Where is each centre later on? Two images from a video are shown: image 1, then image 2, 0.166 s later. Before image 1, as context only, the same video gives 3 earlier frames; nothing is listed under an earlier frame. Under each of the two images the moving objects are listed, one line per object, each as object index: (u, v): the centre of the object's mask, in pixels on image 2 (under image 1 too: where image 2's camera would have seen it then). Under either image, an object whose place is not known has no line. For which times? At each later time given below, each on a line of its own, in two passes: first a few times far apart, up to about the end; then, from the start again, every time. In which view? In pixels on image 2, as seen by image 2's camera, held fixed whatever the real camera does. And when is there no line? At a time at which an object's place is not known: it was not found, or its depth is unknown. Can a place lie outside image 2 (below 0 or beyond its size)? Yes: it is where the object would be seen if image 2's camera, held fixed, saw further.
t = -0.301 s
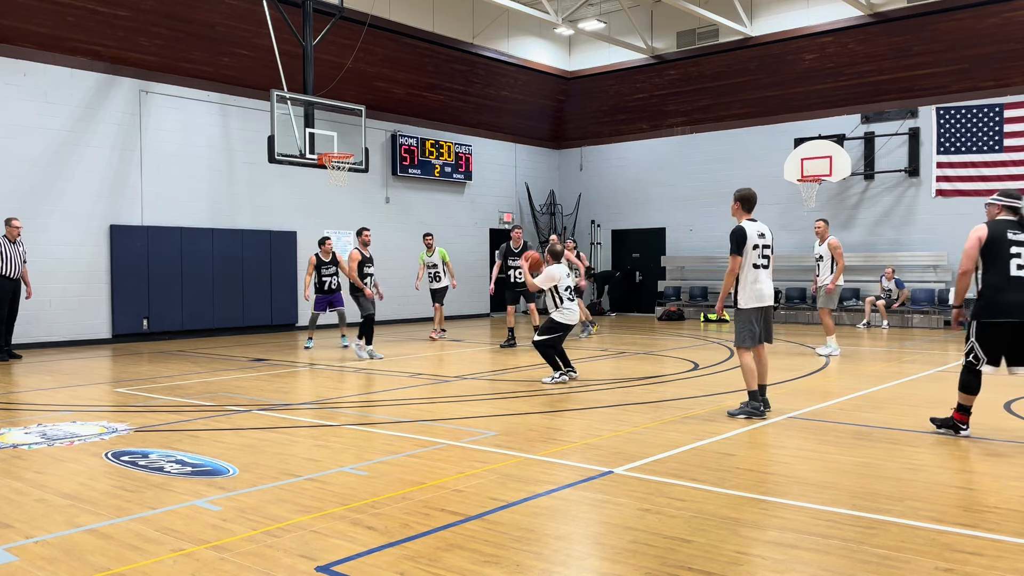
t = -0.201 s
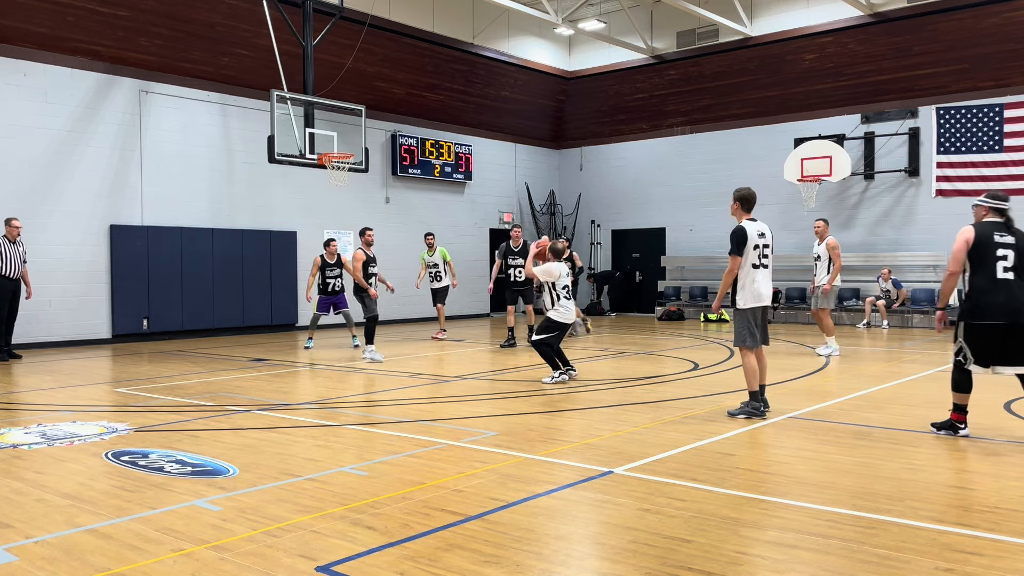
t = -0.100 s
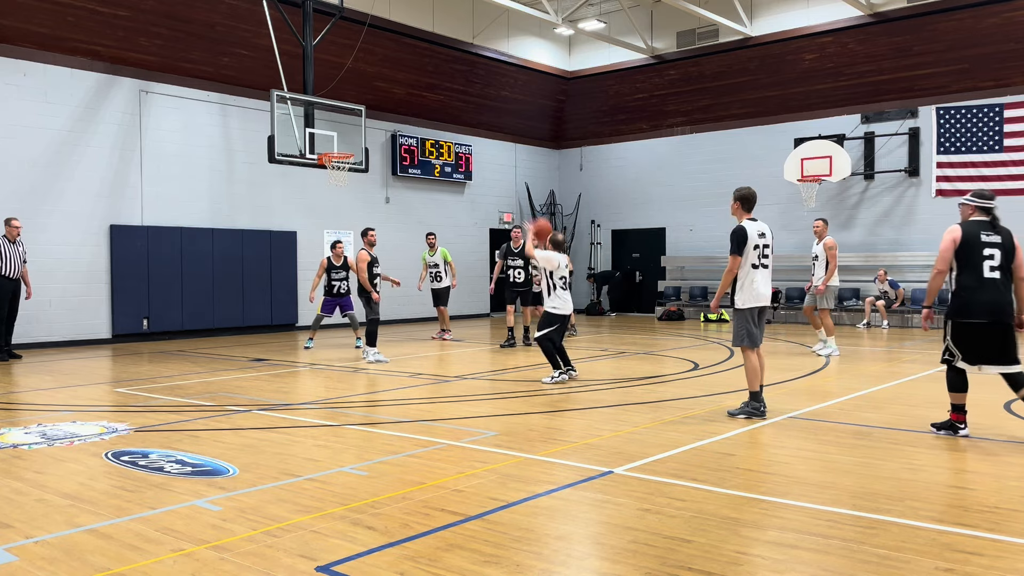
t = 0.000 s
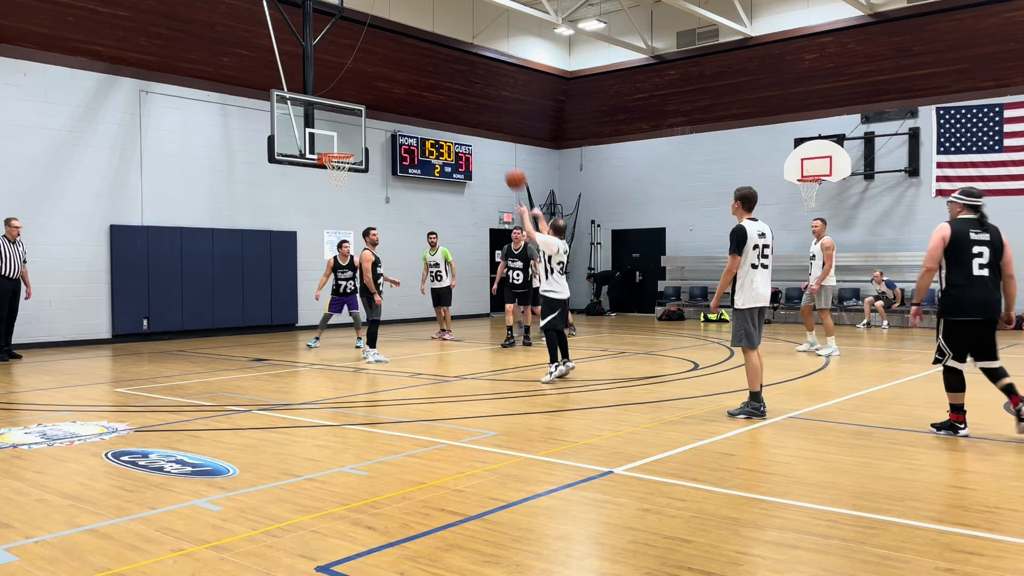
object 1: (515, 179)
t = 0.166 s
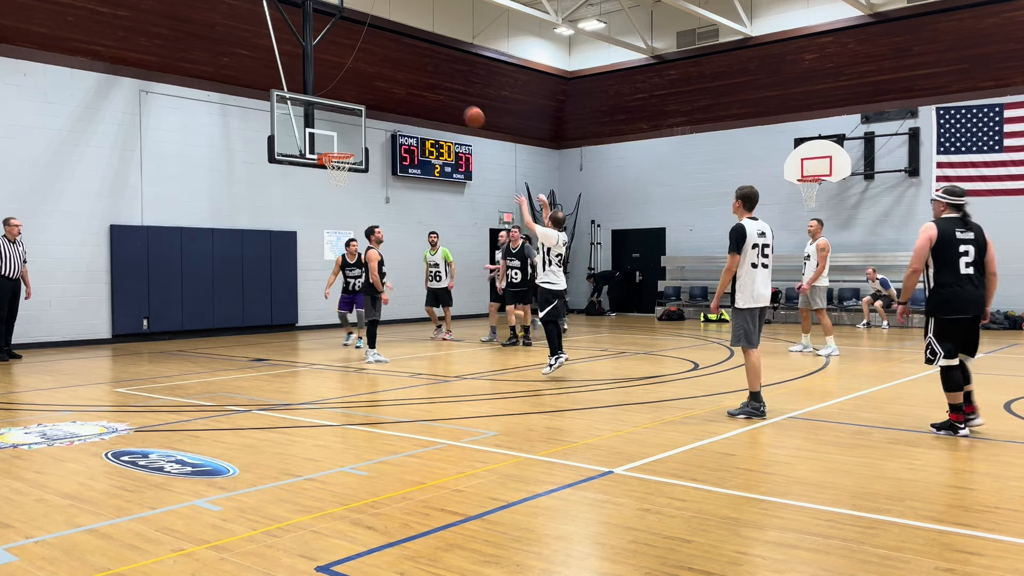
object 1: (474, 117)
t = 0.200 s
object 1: (466, 108)
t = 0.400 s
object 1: (425, 77)
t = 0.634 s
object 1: (384, 80)
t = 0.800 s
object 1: (359, 103)
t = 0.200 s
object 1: (466, 108)
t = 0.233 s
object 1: (459, 101)
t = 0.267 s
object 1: (452, 94)
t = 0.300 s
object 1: (445, 88)
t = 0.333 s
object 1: (438, 84)
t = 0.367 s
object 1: (431, 80)
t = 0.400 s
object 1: (425, 77)
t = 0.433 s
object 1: (418, 75)
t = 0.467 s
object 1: (412, 74)
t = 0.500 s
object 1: (406, 74)
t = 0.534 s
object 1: (400, 75)
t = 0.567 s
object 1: (395, 76)
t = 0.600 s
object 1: (389, 78)
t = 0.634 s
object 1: (384, 80)
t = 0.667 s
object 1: (378, 84)
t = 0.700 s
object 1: (373, 88)
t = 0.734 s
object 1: (368, 93)
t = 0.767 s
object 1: (364, 97)
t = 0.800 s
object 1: (359, 103)
